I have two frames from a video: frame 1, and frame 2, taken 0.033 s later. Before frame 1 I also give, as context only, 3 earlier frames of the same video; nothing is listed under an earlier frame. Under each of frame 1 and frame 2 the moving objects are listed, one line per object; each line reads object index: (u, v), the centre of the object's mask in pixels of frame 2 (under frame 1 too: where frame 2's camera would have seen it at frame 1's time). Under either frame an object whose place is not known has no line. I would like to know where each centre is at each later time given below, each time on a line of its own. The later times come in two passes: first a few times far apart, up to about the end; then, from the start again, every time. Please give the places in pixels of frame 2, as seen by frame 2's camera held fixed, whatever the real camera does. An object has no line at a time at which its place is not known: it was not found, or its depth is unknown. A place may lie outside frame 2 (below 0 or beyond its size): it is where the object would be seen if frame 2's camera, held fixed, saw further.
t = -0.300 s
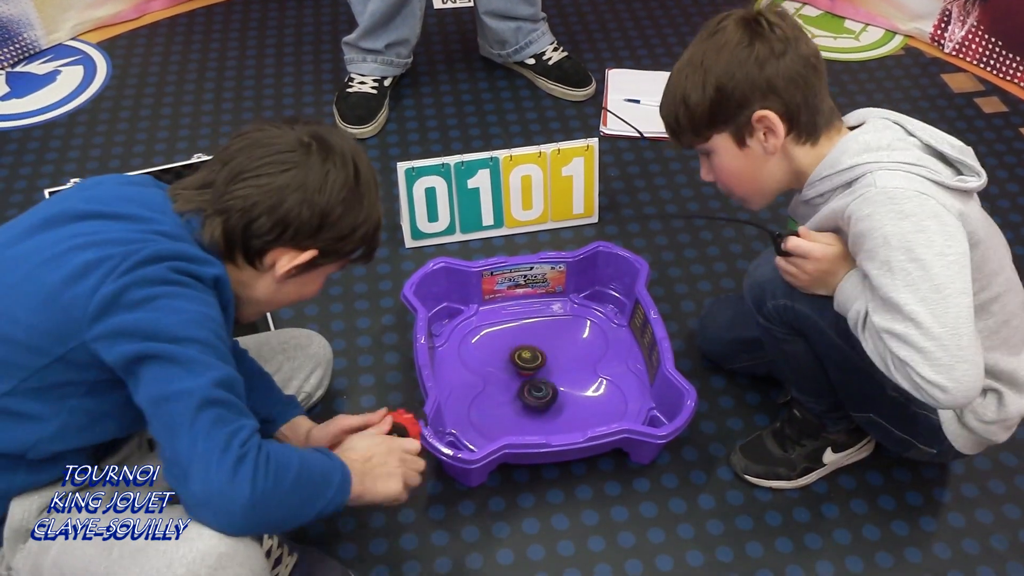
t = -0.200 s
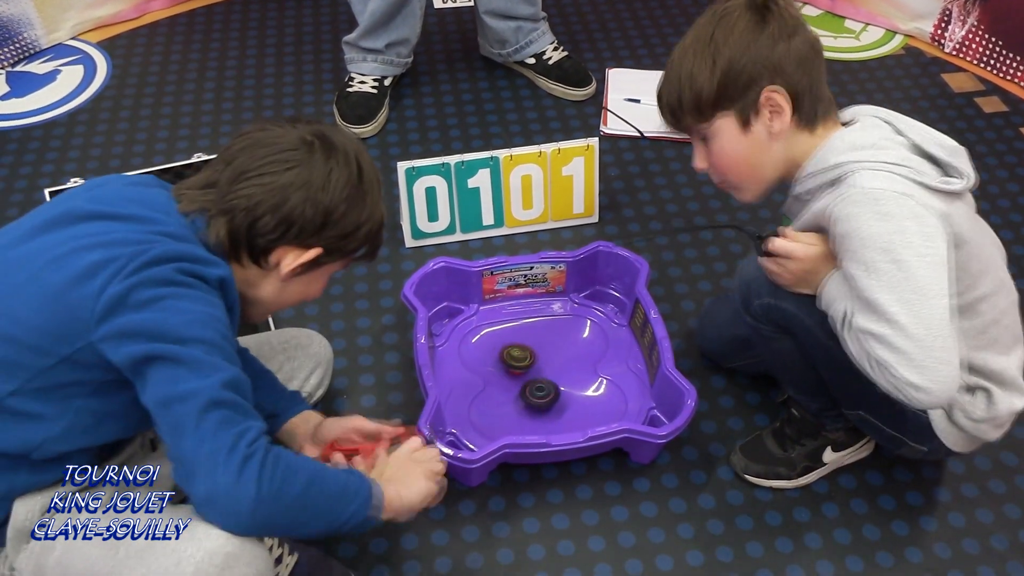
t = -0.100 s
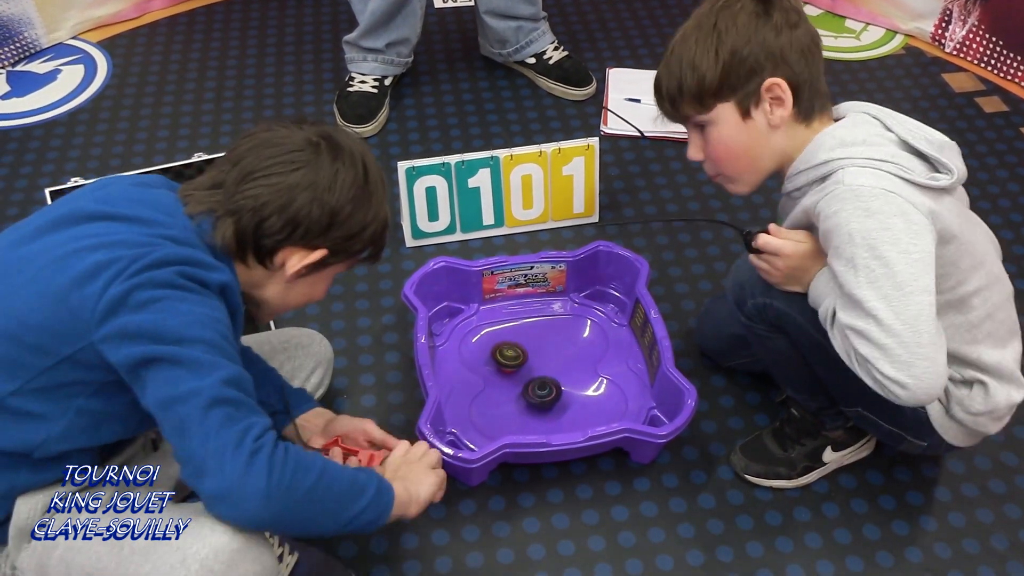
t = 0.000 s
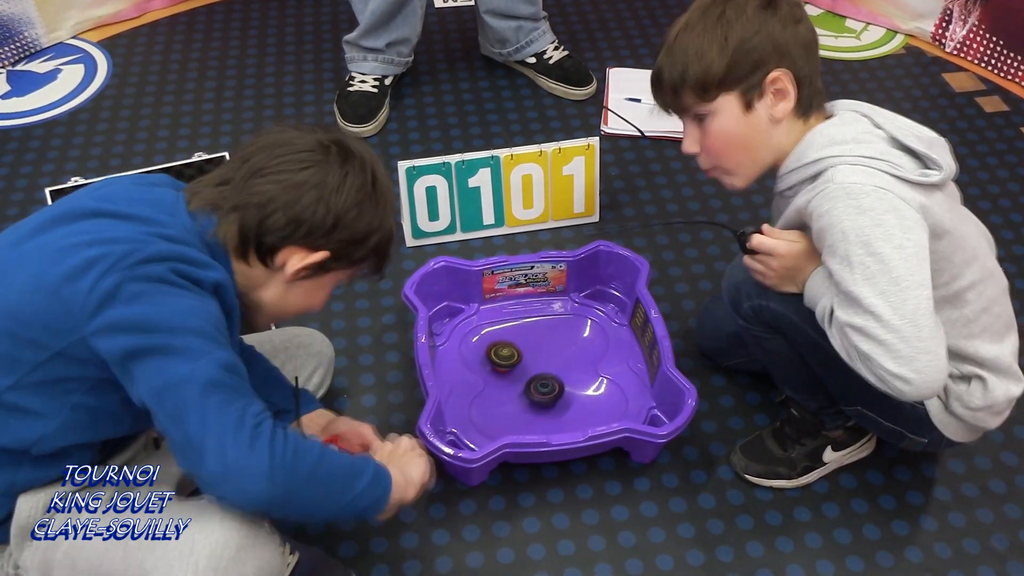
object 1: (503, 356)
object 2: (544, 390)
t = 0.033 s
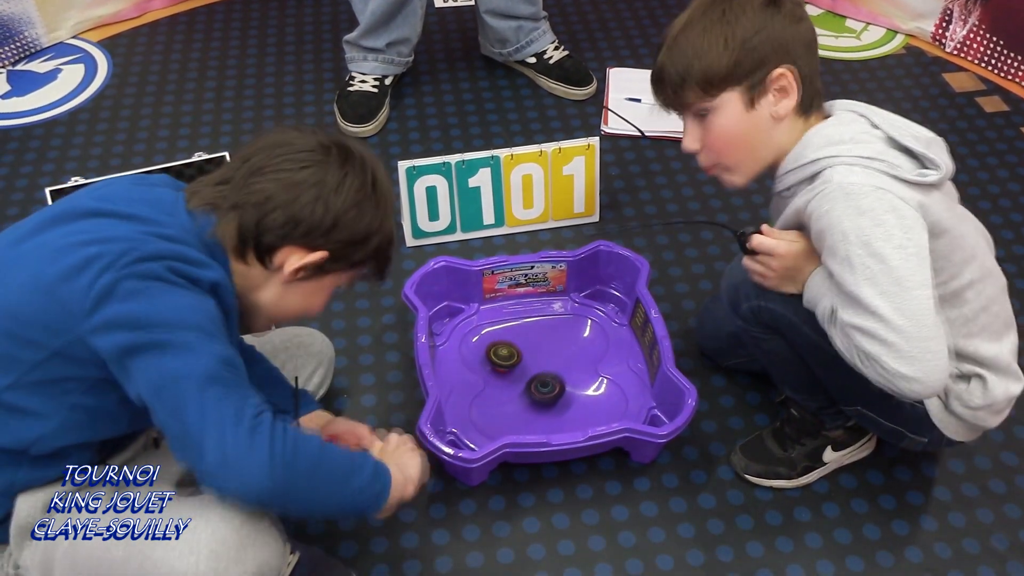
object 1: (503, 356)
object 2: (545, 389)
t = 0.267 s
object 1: (510, 353)
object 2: (553, 378)
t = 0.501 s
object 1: (508, 346)
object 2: (565, 379)
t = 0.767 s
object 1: (522, 358)
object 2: (557, 386)
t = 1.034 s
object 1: (531, 360)
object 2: (551, 396)
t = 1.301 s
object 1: (548, 367)
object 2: (541, 400)
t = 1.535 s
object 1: (561, 357)
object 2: (532, 396)
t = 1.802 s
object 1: (546, 356)
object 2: (527, 385)
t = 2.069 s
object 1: (542, 347)
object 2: (527, 383)
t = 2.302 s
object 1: (541, 346)
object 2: (529, 389)
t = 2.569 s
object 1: (549, 360)
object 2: (533, 396)
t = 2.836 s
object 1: (558, 364)
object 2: (534, 395)
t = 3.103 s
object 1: (547, 357)
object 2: (534, 391)
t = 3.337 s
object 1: (526, 355)
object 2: (532, 387)
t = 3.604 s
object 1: (509, 356)
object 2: (533, 385)
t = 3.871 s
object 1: (518, 358)
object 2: (541, 386)
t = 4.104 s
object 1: (525, 354)
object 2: (545, 384)
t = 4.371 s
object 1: (526, 354)
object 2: (554, 381)
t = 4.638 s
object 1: (520, 356)
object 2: (569, 387)
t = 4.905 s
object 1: (525, 365)
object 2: (574, 392)
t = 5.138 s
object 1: (537, 369)
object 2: (569, 393)
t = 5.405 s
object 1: (534, 361)
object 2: (560, 391)
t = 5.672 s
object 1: (524, 358)
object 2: (556, 385)
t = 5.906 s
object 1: (520, 362)
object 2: (554, 384)
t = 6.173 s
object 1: (515, 359)
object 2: (566, 387)
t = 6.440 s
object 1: (519, 354)
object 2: (571, 389)
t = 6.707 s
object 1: (527, 359)
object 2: (564, 389)
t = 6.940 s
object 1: (533, 363)
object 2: (557, 390)
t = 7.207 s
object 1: (518, 353)
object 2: (555, 397)
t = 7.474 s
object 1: (513, 356)
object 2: (551, 392)
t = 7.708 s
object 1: (518, 358)
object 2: (556, 388)
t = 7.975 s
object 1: (512, 348)
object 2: (562, 385)
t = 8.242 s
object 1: (517, 358)
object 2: (559, 381)
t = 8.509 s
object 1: (517, 366)
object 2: (559, 384)
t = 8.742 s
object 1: (525, 367)
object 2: (567, 389)
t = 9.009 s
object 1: (527, 355)
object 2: (576, 390)
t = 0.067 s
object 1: (503, 356)
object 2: (546, 388)
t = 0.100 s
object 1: (504, 356)
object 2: (547, 386)
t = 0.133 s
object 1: (505, 356)
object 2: (548, 385)
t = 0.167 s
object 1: (507, 356)
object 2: (549, 383)
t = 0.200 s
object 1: (508, 355)
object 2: (551, 381)
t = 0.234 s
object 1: (509, 354)
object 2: (552, 379)
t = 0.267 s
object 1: (510, 353)
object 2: (553, 378)
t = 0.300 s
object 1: (511, 351)
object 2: (555, 376)
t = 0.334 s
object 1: (511, 349)
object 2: (556, 375)
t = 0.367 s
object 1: (510, 348)
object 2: (558, 375)
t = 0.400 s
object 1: (510, 347)
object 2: (560, 375)
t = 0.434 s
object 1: (509, 346)
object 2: (561, 376)
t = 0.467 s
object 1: (509, 346)
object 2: (563, 377)
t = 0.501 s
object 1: (508, 346)
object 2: (565, 379)
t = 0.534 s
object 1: (508, 346)
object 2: (567, 381)
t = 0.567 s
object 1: (508, 347)
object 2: (567, 383)
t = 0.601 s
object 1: (509, 348)
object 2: (566, 383)
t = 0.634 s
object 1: (510, 350)
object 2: (565, 384)
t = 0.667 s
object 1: (511, 352)
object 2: (564, 385)
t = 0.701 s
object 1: (514, 354)
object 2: (561, 385)
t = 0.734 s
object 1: (517, 356)
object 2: (559, 385)
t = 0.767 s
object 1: (522, 358)
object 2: (557, 386)
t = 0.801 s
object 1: (525, 360)
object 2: (555, 385)
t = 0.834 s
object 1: (526, 361)
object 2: (554, 386)
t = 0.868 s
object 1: (526, 359)
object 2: (555, 388)
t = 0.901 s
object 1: (527, 359)
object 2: (556, 391)
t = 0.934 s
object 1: (528, 359)
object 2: (554, 392)
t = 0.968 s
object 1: (528, 359)
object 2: (553, 393)
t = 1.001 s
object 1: (530, 359)
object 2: (552, 395)
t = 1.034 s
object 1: (531, 360)
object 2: (551, 396)
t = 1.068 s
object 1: (533, 360)
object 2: (550, 397)
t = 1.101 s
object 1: (534, 361)
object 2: (549, 398)
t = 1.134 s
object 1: (536, 362)
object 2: (547, 399)
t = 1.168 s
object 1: (538, 363)
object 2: (546, 400)
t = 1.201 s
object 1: (541, 364)
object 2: (545, 400)
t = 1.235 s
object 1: (543, 365)
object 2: (544, 400)
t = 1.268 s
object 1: (545, 366)
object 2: (542, 400)
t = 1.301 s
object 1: (548, 367)
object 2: (541, 400)
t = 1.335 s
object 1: (551, 367)
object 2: (540, 400)
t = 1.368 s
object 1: (554, 367)
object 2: (539, 400)
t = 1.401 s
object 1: (556, 366)
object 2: (538, 399)
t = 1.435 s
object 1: (558, 365)
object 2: (536, 399)
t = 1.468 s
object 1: (559, 363)
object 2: (535, 398)
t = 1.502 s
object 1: (560, 360)
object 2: (534, 397)
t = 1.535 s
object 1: (561, 357)
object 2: (532, 396)
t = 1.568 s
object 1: (561, 355)
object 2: (531, 395)
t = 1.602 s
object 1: (559, 354)
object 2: (530, 394)
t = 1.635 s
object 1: (557, 353)
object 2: (529, 393)
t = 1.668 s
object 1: (555, 353)
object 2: (528, 391)
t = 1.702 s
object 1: (552, 353)
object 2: (528, 390)
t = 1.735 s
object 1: (550, 354)
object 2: (527, 388)
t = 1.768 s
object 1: (547, 356)
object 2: (527, 386)
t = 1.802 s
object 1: (546, 356)
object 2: (527, 385)
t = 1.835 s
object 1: (545, 355)
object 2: (526, 385)
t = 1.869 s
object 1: (545, 354)
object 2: (525, 384)
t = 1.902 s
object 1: (544, 353)
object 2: (525, 383)
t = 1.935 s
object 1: (542, 352)
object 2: (525, 383)
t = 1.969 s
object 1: (541, 352)
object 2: (526, 382)
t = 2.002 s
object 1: (541, 350)
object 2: (526, 382)
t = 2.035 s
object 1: (541, 349)
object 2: (527, 382)
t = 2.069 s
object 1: (542, 347)
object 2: (527, 383)
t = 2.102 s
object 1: (542, 346)
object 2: (527, 384)
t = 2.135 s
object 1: (542, 345)
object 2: (527, 384)
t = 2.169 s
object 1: (541, 345)
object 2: (527, 385)
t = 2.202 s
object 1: (541, 345)
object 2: (527, 386)
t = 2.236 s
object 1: (540, 345)
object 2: (528, 387)
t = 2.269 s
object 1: (540, 345)
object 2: (528, 388)
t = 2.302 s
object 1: (541, 346)
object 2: (529, 389)
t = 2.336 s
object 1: (541, 347)
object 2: (530, 390)
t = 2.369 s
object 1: (542, 348)
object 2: (531, 391)
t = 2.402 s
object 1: (543, 350)
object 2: (531, 391)
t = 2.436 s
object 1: (544, 352)
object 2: (532, 391)
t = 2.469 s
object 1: (544, 354)
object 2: (532, 393)
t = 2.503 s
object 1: (545, 356)
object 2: (532, 394)
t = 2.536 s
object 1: (547, 358)
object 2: (533, 396)
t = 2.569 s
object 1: (549, 360)
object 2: (533, 396)
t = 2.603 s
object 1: (551, 362)
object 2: (533, 396)
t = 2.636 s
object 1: (553, 364)
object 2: (533, 396)
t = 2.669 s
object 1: (555, 365)
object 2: (533, 396)
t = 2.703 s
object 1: (557, 366)
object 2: (533, 396)
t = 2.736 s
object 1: (558, 366)
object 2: (533, 396)
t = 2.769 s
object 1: (558, 365)
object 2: (534, 396)
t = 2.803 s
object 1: (558, 365)
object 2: (534, 395)
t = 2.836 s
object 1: (558, 364)
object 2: (534, 395)
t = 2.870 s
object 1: (557, 363)
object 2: (534, 394)
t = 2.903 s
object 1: (556, 362)
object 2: (535, 393)
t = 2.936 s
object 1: (555, 361)
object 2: (535, 392)
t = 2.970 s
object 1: (553, 361)
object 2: (535, 391)
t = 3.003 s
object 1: (552, 361)
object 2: (535, 391)
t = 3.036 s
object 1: (550, 360)
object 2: (535, 391)
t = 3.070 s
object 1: (549, 359)
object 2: (534, 391)
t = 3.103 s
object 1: (547, 357)
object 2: (534, 391)
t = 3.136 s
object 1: (544, 357)
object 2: (533, 391)
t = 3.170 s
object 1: (541, 357)
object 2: (533, 390)
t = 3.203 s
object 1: (538, 356)
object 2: (532, 390)
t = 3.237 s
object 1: (535, 356)
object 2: (532, 390)
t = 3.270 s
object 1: (532, 355)
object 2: (532, 389)
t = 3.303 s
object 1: (529, 355)
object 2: (532, 388)
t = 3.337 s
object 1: (526, 355)
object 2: (532, 387)
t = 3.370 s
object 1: (523, 354)
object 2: (532, 387)
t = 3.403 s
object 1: (520, 354)
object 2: (532, 386)
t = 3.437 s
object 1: (518, 353)
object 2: (533, 386)
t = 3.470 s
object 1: (516, 353)
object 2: (533, 386)
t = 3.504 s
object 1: (513, 353)
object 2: (533, 386)
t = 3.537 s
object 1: (510, 353)
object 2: (533, 385)
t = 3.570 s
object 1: (509, 354)
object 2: (533, 385)
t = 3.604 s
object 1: (509, 356)
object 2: (533, 385)
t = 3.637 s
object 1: (509, 357)
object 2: (534, 385)
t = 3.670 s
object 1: (510, 358)
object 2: (535, 384)
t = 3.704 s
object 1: (510, 358)
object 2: (537, 385)
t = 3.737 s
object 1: (512, 359)
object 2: (538, 385)
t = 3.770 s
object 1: (513, 359)
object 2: (538, 385)
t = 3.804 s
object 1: (515, 358)
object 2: (539, 385)
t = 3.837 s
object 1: (517, 358)
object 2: (540, 385)
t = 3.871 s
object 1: (518, 358)
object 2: (541, 386)
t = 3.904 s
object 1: (519, 357)
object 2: (542, 385)
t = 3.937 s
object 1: (521, 356)
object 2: (542, 385)
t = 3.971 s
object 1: (522, 356)
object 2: (543, 385)
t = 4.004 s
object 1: (523, 355)
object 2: (543, 385)
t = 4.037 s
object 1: (524, 354)
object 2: (544, 385)
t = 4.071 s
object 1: (524, 354)
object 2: (545, 384)
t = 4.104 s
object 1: (525, 354)
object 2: (545, 384)
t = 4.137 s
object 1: (526, 354)
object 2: (547, 384)
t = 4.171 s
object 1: (526, 353)
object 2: (548, 383)
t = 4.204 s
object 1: (526, 352)
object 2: (549, 383)
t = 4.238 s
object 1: (526, 353)
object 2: (550, 383)
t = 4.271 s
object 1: (526, 353)
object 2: (551, 382)
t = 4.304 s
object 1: (526, 353)
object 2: (552, 382)
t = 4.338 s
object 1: (526, 354)
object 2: (553, 381)
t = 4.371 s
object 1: (526, 354)
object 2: (554, 381)
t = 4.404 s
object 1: (527, 356)
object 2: (555, 380)
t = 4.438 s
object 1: (527, 356)
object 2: (557, 380)
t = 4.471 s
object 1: (526, 356)
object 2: (559, 381)
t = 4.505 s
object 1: (525, 356)
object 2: (562, 382)
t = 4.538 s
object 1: (523, 355)
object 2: (564, 384)
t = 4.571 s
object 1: (522, 356)
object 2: (566, 385)
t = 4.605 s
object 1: (521, 356)
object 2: (567, 386)
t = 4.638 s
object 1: (520, 356)
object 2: (569, 387)
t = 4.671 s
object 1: (519, 357)
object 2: (570, 388)
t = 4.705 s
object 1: (519, 358)
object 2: (571, 389)
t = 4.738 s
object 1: (520, 359)
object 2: (573, 390)
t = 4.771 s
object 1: (520, 360)
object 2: (573, 390)
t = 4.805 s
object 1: (521, 361)
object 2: (574, 391)
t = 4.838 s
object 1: (522, 362)
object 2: (575, 391)
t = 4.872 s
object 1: (523, 363)
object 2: (575, 392)
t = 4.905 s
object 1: (525, 365)
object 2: (574, 392)
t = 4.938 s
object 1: (527, 366)
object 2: (574, 392)
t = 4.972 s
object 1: (529, 367)
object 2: (573, 392)
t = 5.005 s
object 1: (531, 368)
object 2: (572, 392)
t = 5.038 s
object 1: (534, 369)
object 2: (571, 392)
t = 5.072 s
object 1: (535, 370)
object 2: (570, 392)
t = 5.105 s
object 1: (537, 370)
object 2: (569, 392)
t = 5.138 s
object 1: (537, 369)
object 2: (569, 393)
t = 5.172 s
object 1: (537, 369)
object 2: (569, 393)
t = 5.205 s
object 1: (537, 368)
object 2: (568, 393)
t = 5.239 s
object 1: (536, 366)
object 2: (567, 393)
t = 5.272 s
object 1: (536, 365)
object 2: (566, 393)
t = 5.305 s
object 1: (536, 364)
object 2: (565, 393)
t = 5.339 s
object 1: (535, 363)
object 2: (563, 393)
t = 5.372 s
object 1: (534, 362)
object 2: (562, 392)
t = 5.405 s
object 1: (534, 361)
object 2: (560, 391)
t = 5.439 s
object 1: (533, 361)
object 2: (559, 390)
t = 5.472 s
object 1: (532, 361)
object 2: (558, 389)
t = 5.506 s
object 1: (531, 360)
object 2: (557, 388)
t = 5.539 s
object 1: (530, 360)
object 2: (555, 387)
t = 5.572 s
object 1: (529, 360)
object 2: (555, 386)
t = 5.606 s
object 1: (527, 359)
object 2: (555, 385)
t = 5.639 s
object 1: (525, 359)
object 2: (555, 385)
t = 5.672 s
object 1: (524, 358)
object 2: (556, 385)
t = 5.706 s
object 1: (522, 359)
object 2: (555, 385)
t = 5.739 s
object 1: (521, 359)
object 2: (555, 385)
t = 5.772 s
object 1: (520, 359)
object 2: (555, 385)
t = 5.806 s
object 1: (520, 360)
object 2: (555, 385)
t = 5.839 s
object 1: (520, 360)
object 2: (555, 384)
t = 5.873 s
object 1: (520, 361)
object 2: (554, 384)
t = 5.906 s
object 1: (520, 362)
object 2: (554, 384)
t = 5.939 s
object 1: (521, 363)
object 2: (554, 383)
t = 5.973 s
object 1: (521, 363)
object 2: (555, 384)
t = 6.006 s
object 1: (518, 362)
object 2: (559, 384)
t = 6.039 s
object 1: (517, 361)
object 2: (560, 385)
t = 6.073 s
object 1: (516, 360)
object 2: (562, 385)
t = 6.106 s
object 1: (516, 360)
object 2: (563, 386)
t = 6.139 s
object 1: (515, 359)
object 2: (565, 387)
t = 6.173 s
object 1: (515, 359)
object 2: (566, 387)
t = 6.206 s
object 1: (516, 359)
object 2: (567, 388)
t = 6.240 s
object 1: (516, 358)
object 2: (568, 388)
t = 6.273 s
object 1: (517, 357)
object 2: (569, 388)
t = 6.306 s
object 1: (518, 356)
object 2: (570, 389)
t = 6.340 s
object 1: (518, 355)
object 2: (571, 389)
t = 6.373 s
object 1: (519, 355)
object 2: (571, 389)
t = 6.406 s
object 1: (519, 354)
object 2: (571, 389)
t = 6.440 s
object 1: (519, 354)
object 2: (571, 389)
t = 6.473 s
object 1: (519, 354)
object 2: (571, 390)
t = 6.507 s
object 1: (519, 354)
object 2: (570, 389)
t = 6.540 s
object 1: (520, 355)
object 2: (570, 389)
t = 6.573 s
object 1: (521, 355)
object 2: (569, 389)
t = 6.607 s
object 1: (522, 356)
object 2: (569, 389)
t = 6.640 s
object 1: (524, 357)
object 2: (567, 389)
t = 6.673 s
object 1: (525, 358)
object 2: (566, 389)
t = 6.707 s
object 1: (527, 359)
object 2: (564, 389)
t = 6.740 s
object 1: (529, 361)
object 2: (562, 389)
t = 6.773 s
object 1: (532, 363)
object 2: (560, 388)
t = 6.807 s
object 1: (532, 363)
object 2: (560, 389)
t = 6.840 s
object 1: (533, 363)
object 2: (560, 389)
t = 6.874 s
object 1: (533, 363)
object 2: (559, 390)
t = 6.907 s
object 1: (533, 363)
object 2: (558, 390)
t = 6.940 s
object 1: (533, 363)
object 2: (557, 390)
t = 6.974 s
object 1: (531, 362)
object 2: (557, 392)
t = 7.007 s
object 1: (529, 360)
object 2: (558, 393)
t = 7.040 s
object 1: (528, 359)
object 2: (557, 395)
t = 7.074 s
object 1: (526, 357)
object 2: (557, 396)
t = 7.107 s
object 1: (524, 356)
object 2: (556, 396)
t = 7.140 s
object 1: (522, 355)
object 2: (556, 397)
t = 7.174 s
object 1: (520, 354)
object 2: (556, 397)
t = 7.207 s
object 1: (518, 353)
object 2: (555, 397)
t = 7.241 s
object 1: (516, 353)
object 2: (555, 397)
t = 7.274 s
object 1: (515, 353)
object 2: (554, 397)
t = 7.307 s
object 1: (514, 353)
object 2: (554, 397)
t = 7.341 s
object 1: (513, 353)
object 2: (553, 396)
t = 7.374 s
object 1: (513, 353)
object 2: (553, 395)
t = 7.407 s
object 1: (513, 353)
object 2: (553, 394)
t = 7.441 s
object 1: (513, 355)
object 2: (552, 393)
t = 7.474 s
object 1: (513, 356)
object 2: (551, 392)
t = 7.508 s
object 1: (514, 357)
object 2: (551, 391)
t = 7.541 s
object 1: (516, 359)
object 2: (551, 389)
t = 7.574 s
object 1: (518, 360)
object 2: (550, 388)
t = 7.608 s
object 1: (520, 362)
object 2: (549, 386)
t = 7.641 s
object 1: (520, 361)
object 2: (552, 386)
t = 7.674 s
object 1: (520, 360)
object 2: (554, 386)
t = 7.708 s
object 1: (518, 358)
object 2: (556, 388)
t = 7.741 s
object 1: (517, 356)
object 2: (557, 386)
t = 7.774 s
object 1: (516, 354)
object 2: (558, 386)
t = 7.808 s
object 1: (516, 353)
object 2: (559, 386)
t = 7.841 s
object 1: (515, 352)
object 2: (560, 385)
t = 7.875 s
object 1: (514, 351)
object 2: (560, 385)
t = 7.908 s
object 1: (514, 349)
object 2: (560, 386)
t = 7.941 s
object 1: (512, 348)
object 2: (561, 385)
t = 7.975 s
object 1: (512, 348)
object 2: (562, 385)
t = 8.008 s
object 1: (511, 348)
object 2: (561, 384)
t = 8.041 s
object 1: (511, 349)
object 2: (562, 384)
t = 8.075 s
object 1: (511, 350)
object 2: (562, 384)
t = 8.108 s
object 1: (511, 351)
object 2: (562, 384)
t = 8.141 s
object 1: (513, 352)
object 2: (561, 382)
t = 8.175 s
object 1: (514, 354)
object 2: (561, 382)
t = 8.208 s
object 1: (515, 356)
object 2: (560, 382)
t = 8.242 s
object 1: (517, 358)
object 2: (559, 381)
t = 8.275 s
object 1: (518, 359)
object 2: (558, 381)
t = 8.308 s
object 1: (519, 361)
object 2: (557, 381)
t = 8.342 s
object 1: (520, 363)
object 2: (555, 381)
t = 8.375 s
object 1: (520, 364)
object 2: (557, 381)
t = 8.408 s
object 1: (518, 364)
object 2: (558, 382)
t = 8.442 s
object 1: (518, 364)
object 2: (559, 383)
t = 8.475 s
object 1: (517, 364)
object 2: (559, 383)
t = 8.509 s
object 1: (517, 366)
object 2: (559, 384)
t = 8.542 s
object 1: (518, 367)
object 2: (559, 385)
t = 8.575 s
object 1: (520, 368)
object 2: (559, 385)
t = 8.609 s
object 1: (522, 370)
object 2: (559, 386)
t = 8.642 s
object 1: (524, 370)
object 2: (559, 387)
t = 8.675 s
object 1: (525, 370)
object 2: (562, 387)
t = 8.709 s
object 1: (525, 369)
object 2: (564, 388)
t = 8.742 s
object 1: (525, 367)
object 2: (567, 389)
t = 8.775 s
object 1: (525, 366)
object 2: (568, 390)
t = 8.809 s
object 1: (525, 364)
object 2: (570, 390)
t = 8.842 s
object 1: (525, 363)
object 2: (571, 390)
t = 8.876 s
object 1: (525, 361)
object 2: (573, 391)
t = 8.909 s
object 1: (525, 359)
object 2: (574, 391)
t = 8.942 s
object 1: (526, 357)
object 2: (575, 391)
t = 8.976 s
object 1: (526, 356)
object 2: (576, 390)
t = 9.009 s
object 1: (527, 355)
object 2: (576, 390)
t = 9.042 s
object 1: (528, 353)
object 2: (577, 390)
